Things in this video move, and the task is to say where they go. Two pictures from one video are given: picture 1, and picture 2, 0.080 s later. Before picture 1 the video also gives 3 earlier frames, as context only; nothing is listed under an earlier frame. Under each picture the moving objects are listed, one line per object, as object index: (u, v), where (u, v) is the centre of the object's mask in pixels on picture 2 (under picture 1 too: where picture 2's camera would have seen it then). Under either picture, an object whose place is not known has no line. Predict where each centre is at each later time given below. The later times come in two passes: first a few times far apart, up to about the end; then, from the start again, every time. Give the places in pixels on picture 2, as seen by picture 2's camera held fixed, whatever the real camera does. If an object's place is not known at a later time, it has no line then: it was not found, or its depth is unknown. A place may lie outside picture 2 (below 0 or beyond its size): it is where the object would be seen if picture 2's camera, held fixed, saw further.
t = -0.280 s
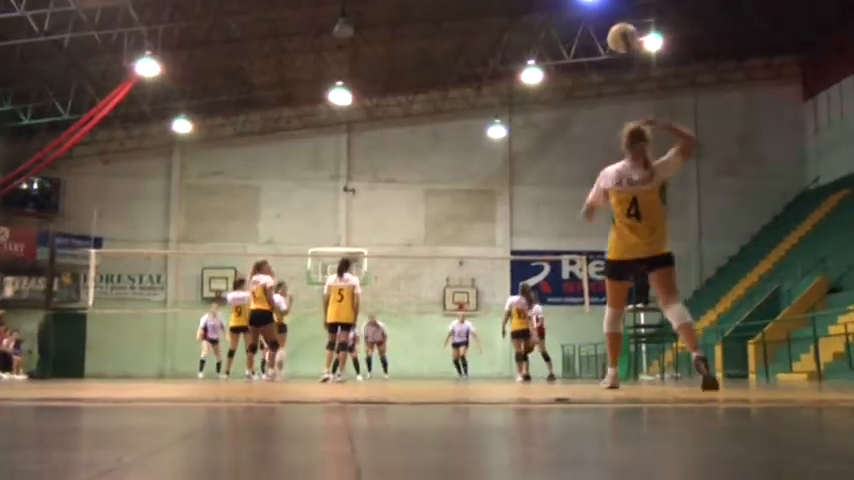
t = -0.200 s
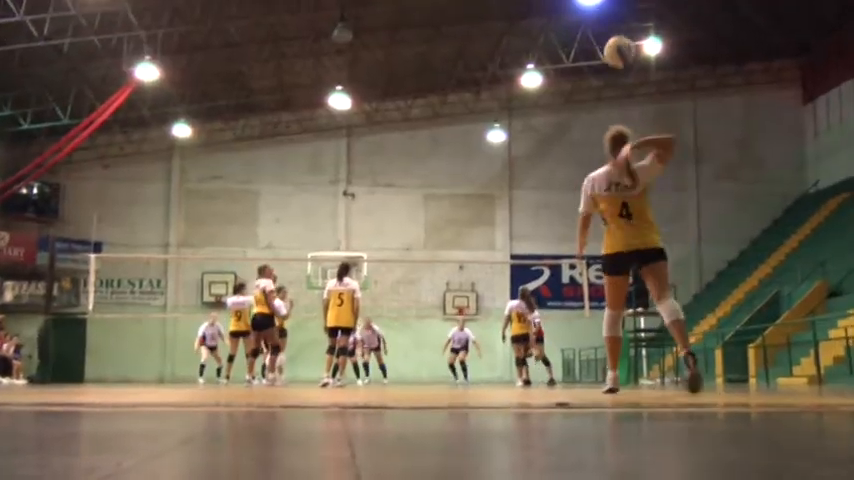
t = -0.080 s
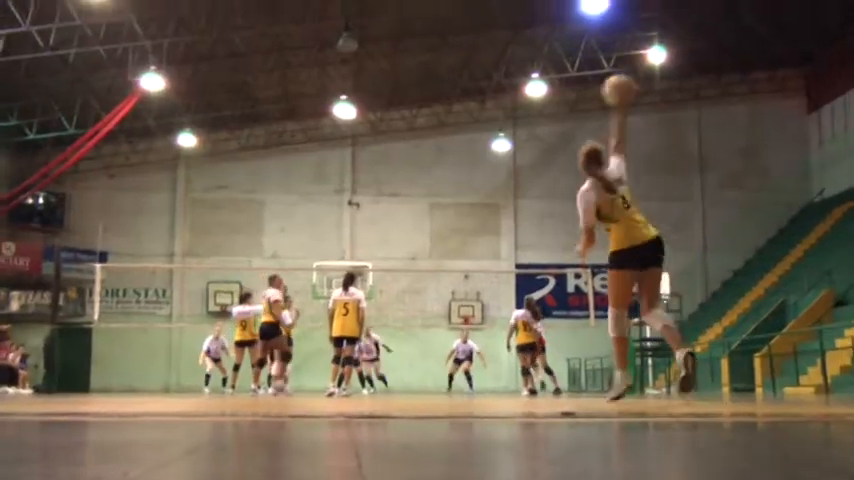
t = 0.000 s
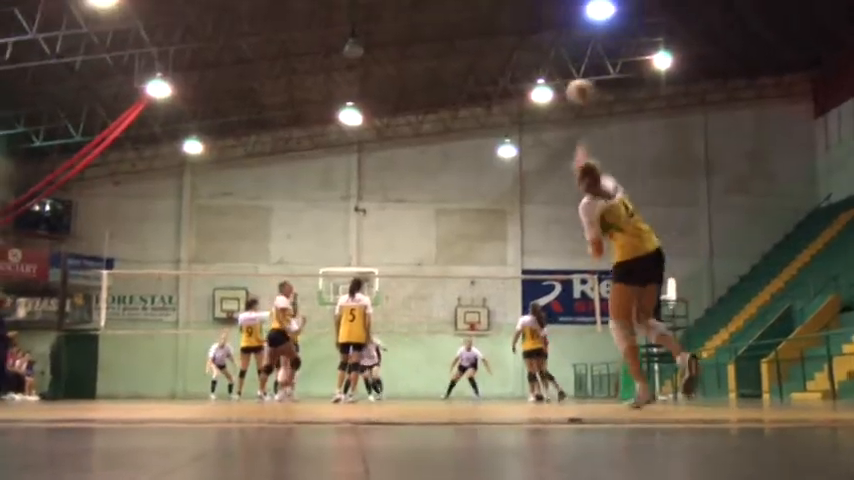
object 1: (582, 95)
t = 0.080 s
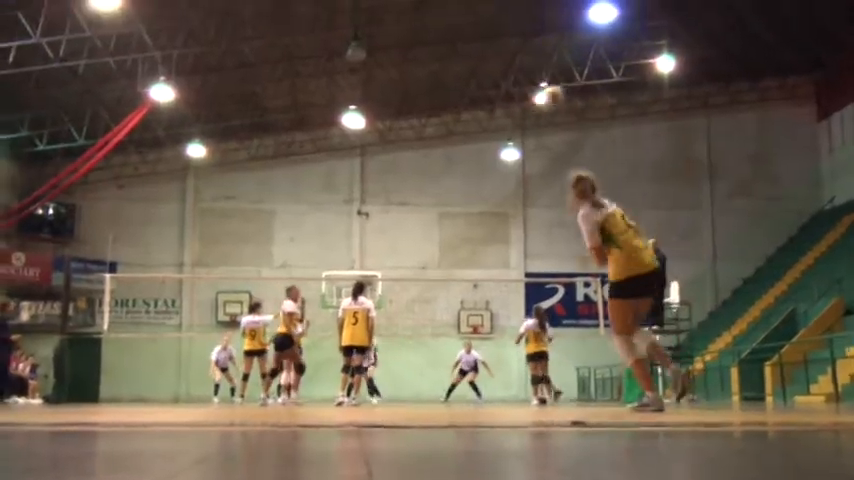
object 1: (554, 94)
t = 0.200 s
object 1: (522, 108)
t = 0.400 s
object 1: (499, 142)
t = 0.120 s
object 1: (539, 99)
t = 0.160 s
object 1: (528, 102)
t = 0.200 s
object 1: (522, 108)
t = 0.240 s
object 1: (515, 114)
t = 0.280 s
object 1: (510, 121)
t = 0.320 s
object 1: (504, 127)
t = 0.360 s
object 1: (499, 135)
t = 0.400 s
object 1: (499, 142)
